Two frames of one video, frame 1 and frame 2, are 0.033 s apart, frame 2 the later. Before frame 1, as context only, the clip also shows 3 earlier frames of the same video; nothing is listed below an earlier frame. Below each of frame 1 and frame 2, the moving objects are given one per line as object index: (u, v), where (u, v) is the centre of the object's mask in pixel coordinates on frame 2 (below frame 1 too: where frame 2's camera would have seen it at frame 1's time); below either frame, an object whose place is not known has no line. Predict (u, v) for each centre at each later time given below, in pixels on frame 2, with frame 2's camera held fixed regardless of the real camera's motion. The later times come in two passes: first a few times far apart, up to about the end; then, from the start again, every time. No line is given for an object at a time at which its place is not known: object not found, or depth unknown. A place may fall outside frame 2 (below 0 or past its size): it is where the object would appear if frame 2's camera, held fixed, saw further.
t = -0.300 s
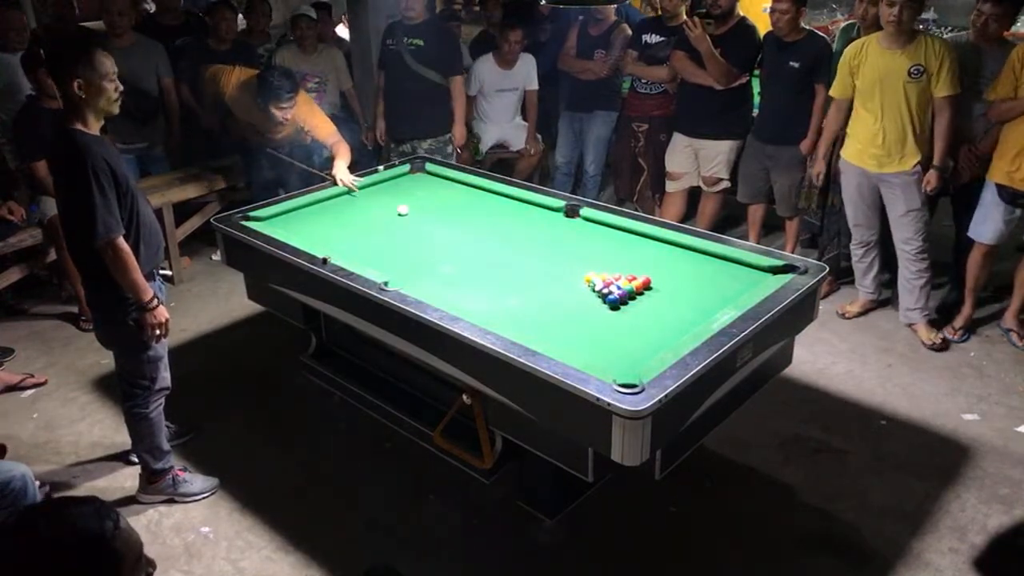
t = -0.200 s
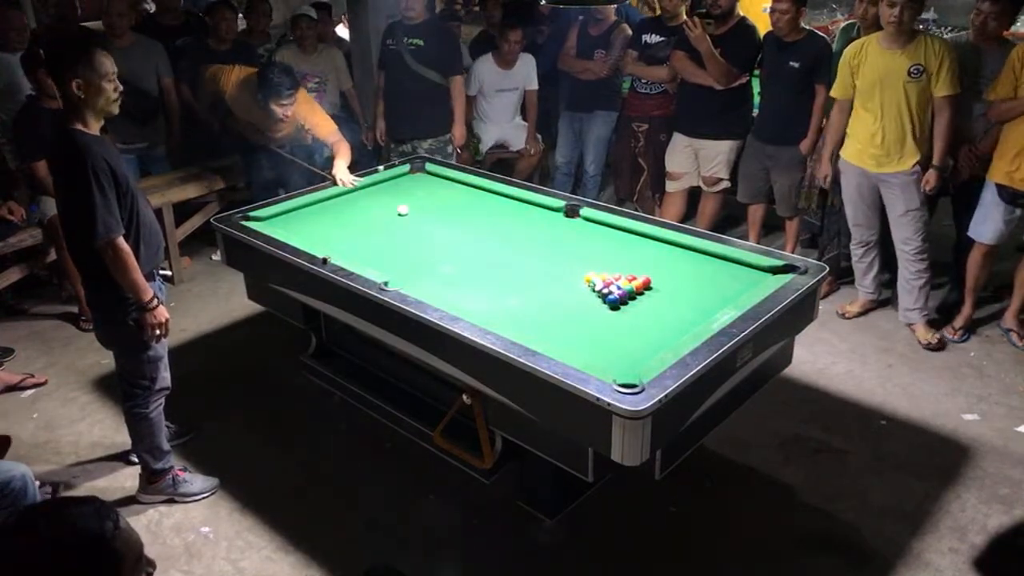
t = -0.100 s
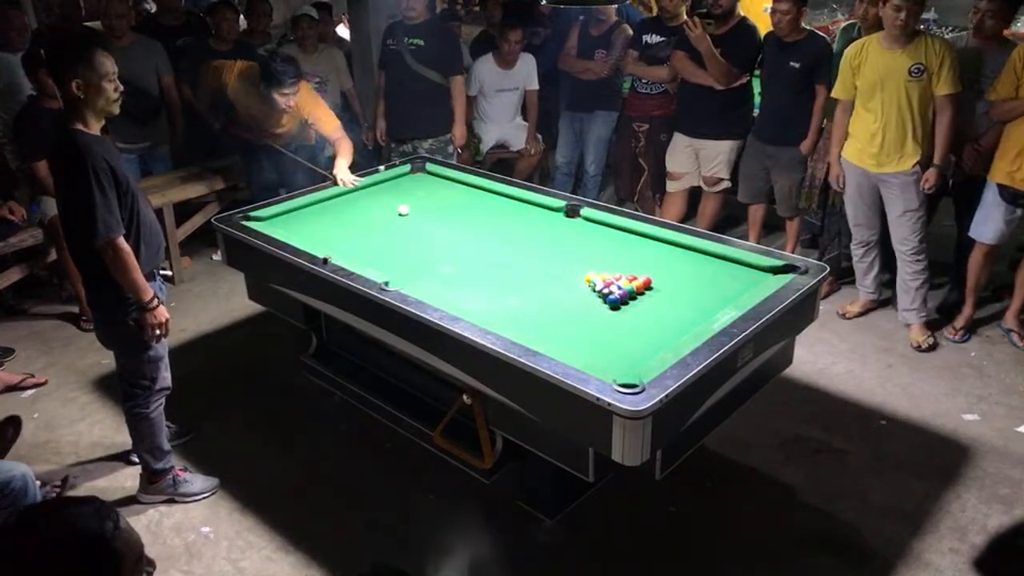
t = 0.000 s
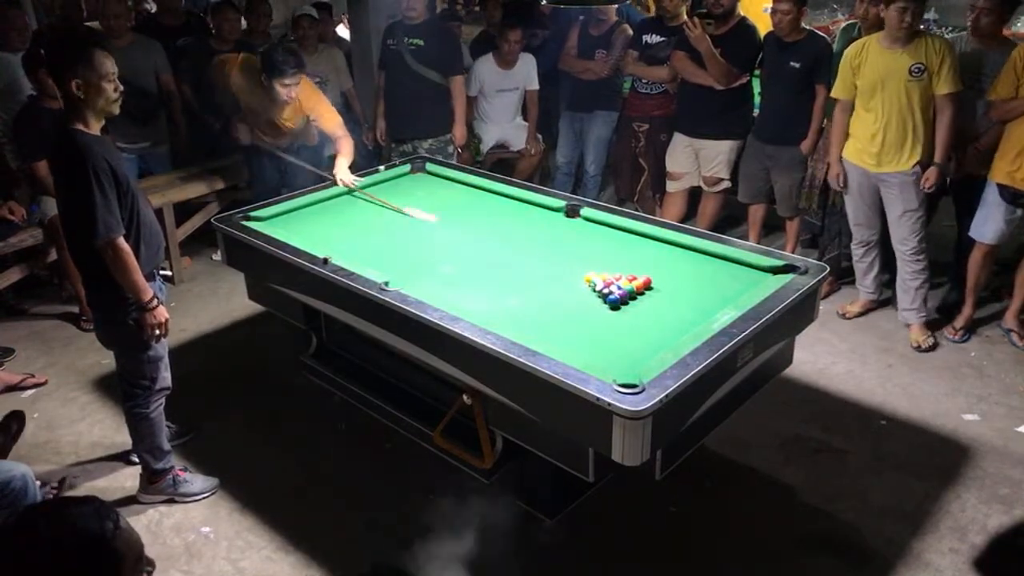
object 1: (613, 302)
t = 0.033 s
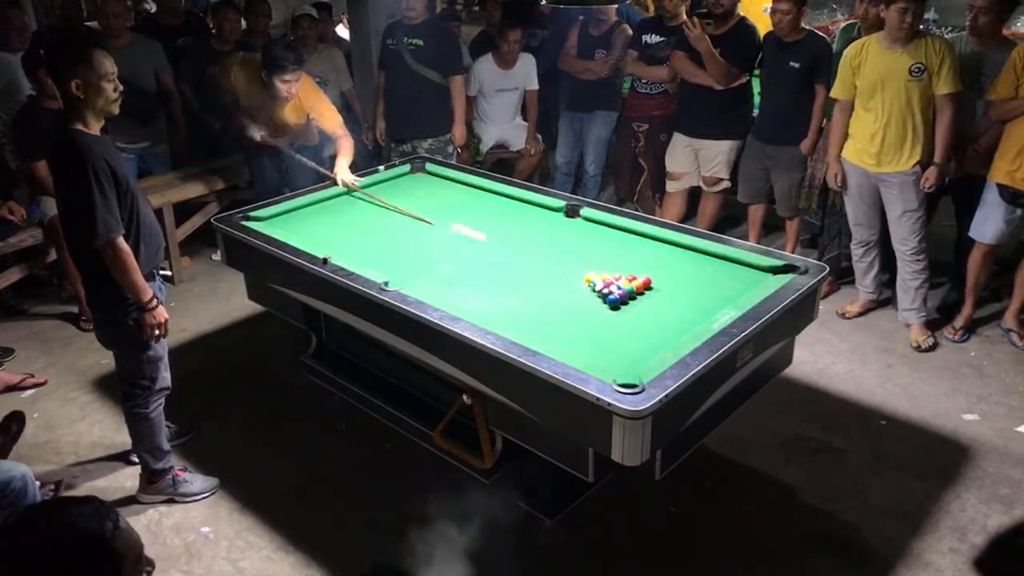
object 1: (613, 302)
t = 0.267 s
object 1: (614, 342)
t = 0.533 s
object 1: (477, 307)
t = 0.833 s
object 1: (416, 260)
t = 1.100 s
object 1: (374, 225)
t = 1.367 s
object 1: (338, 198)
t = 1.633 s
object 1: (402, 198)
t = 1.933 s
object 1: (475, 200)
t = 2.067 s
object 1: (507, 200)
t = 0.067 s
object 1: (612, 302)
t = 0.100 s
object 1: (613, 302)
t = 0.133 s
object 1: (629, 317)
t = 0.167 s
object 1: (646, 334)
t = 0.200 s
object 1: (660, 347)
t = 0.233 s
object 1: (638, 346)
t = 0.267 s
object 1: (614, 342)
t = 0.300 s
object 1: (592, 338)
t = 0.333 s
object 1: (571, 334)
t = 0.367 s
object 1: (551, 330)
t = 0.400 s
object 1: (532, 327)
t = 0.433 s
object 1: (513, 321)
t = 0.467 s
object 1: (495, 316)
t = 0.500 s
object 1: (485, 312)
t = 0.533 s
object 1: (477, 307)
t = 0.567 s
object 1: (469, 301)
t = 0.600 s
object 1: (462, 296)
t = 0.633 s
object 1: (455, 290)
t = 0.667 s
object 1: (448, 285)
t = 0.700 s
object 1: (441, 280)
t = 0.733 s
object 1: (435, 275)
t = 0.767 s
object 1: (428, 270)
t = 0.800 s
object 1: (422, 265)
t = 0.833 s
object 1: (416, 260)
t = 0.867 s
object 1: (410, 255)
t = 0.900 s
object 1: (405, 250)
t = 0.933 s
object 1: (399, 246)
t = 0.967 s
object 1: (394, 241)
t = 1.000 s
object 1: (389, 237)
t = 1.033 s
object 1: (384, 233)
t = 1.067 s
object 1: (378, 229)
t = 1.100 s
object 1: (374, 225)
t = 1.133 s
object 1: (369, 222)
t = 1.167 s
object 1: (364, 217)
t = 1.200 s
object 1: (359, 214)
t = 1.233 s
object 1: (355, 211)
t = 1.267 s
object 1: (351, 207)
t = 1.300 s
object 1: (347, 204)
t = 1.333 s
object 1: (342, 201)
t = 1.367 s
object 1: (338, 198)
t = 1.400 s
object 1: (340, 196)
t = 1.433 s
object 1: (350, 197)
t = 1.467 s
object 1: (360, 197)
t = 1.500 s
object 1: (369, 197)
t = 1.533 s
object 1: (377, 197)
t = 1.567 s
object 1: (385, 198)
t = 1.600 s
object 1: (393, 198)
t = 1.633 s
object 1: (402, 198)
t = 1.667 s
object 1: (410, 198)
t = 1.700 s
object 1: (418, 198)
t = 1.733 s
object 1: (426, 198)
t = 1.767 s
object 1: (435, 199)
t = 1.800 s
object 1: (443, 199)
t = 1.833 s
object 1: (451, 199)
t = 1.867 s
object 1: (459, 200)
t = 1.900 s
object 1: (467, 200)
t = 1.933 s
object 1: (475, 200)
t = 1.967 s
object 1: (482, 200)
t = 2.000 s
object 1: (494, 200)
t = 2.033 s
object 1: (499, 200)
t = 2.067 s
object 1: (507, 200)
